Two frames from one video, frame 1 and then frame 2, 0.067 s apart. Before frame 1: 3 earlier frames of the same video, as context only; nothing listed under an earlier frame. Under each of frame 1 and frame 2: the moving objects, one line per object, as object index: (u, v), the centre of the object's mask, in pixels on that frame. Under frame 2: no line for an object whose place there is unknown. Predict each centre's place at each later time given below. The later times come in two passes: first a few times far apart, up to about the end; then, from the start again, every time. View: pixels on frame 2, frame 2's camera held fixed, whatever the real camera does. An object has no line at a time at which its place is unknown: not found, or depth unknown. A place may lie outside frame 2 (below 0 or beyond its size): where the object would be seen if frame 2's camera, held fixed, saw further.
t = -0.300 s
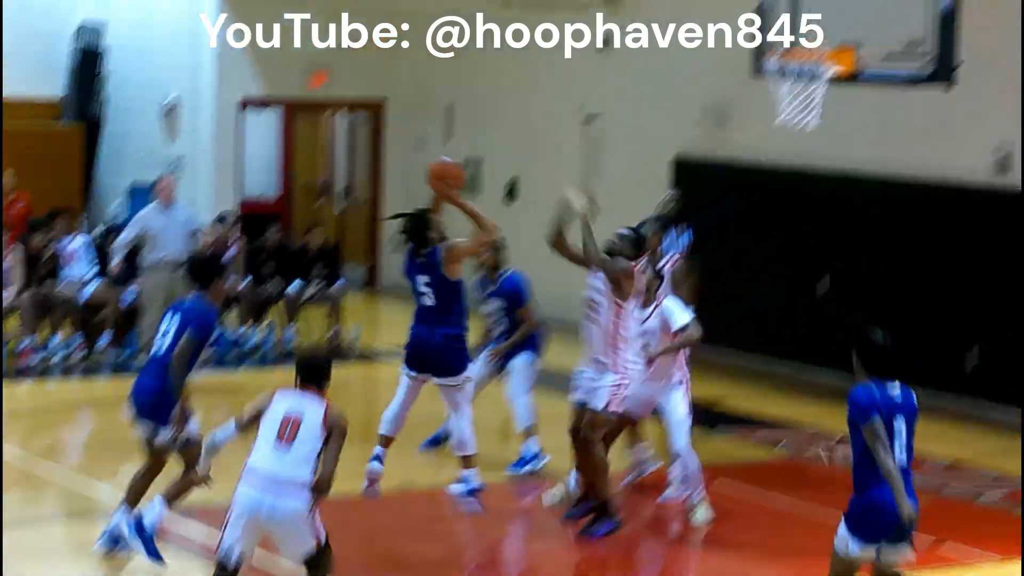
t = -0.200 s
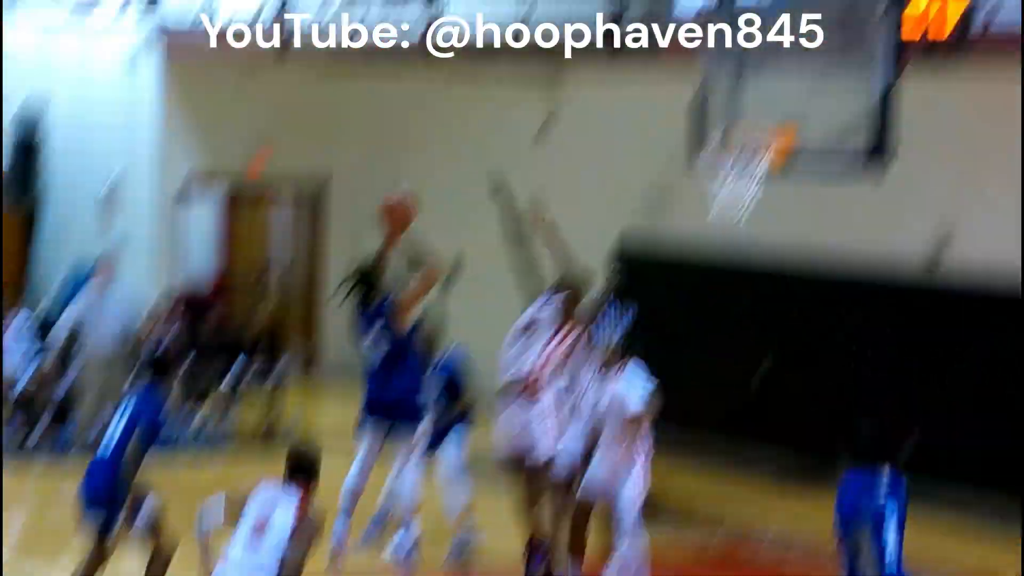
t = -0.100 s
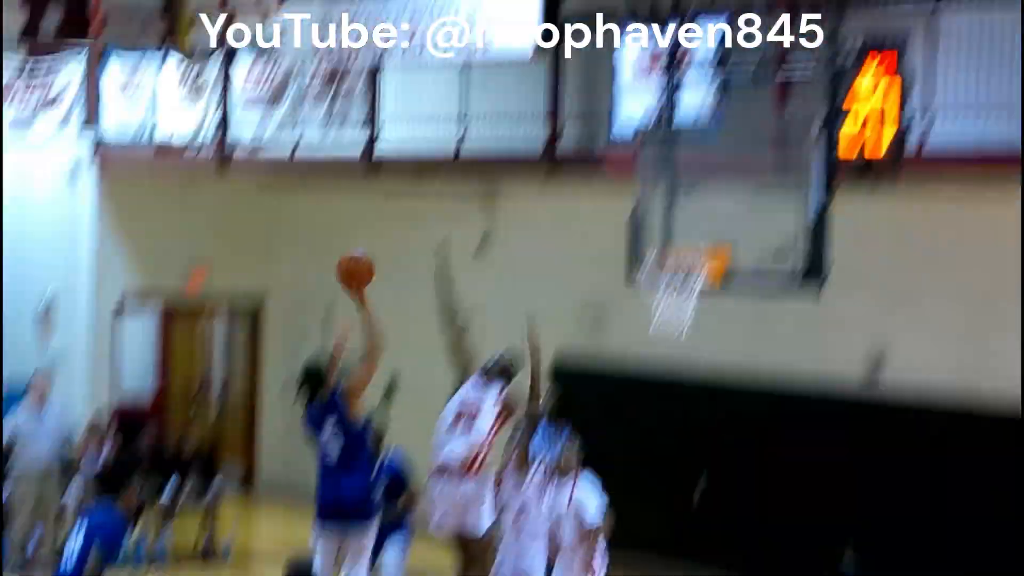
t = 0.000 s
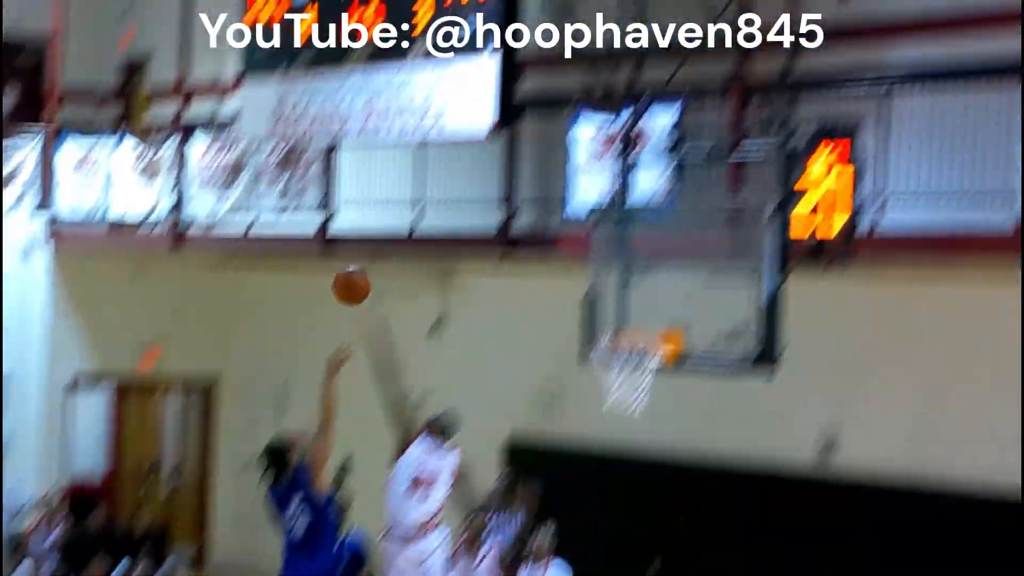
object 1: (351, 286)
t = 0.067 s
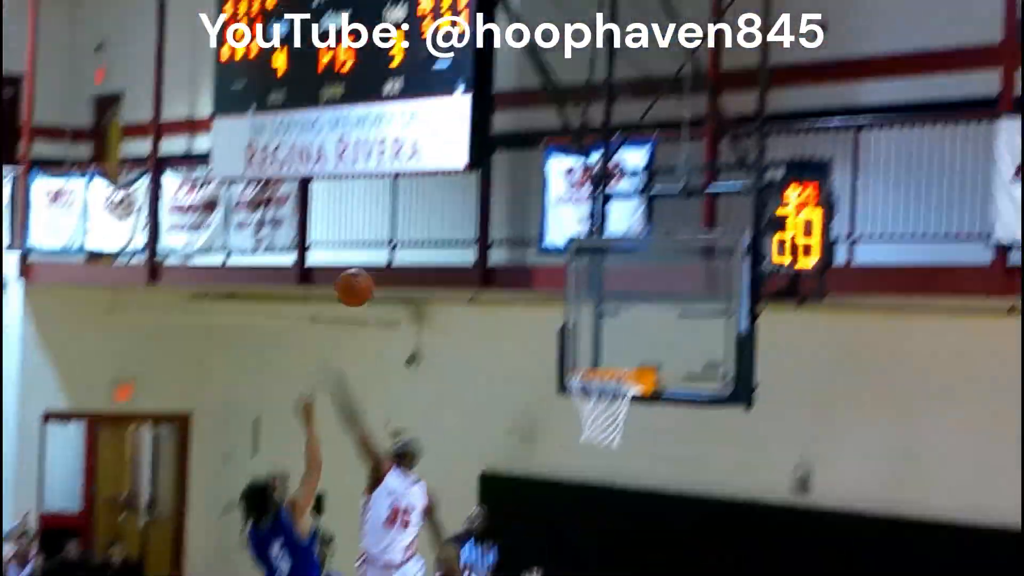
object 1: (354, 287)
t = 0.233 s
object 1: (422, 237)
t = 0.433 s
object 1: (495, 234)
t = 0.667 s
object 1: (578, 301)
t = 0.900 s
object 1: (601, 342)
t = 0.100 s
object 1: (368, 274)
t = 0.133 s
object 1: (382, 264)
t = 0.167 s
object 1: (396, 253)
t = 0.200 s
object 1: (409, 243)
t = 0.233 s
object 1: (422, 237)
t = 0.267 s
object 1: (435, 233)
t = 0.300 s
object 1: (447, 230)
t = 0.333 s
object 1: (460, 228)
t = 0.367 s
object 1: (474, 228)
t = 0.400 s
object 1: (485, 230)
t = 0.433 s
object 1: (495, 234)
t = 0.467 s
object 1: (508, 240)
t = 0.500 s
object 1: (520, 246)
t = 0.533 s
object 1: (531, 255)
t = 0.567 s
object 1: (542, 263)
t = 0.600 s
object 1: (555, 276)
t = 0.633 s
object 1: (567, 287)
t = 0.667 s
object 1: (578, 301)
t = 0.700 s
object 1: (590, 319)
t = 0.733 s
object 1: (600, 337)
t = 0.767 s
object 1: (610, 353)
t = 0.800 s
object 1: (611, 357)
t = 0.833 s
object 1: (607, 356)
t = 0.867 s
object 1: (604, 354)
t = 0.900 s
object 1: (601, 342)
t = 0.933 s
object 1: (599, 332)
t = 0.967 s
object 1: (596, 321)
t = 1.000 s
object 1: (593, 311)
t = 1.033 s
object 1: (591, 304)
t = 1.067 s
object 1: (587, 298)
